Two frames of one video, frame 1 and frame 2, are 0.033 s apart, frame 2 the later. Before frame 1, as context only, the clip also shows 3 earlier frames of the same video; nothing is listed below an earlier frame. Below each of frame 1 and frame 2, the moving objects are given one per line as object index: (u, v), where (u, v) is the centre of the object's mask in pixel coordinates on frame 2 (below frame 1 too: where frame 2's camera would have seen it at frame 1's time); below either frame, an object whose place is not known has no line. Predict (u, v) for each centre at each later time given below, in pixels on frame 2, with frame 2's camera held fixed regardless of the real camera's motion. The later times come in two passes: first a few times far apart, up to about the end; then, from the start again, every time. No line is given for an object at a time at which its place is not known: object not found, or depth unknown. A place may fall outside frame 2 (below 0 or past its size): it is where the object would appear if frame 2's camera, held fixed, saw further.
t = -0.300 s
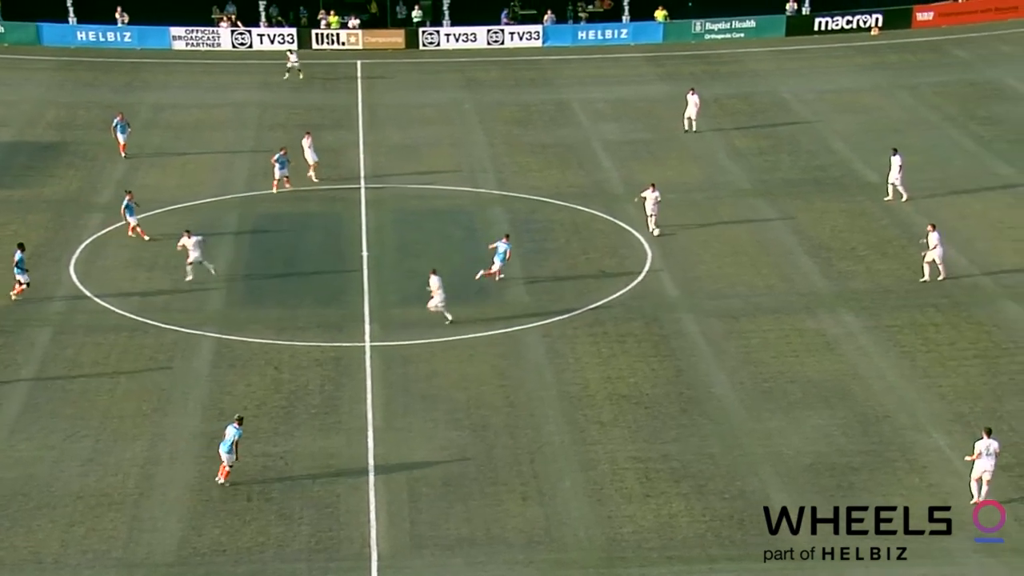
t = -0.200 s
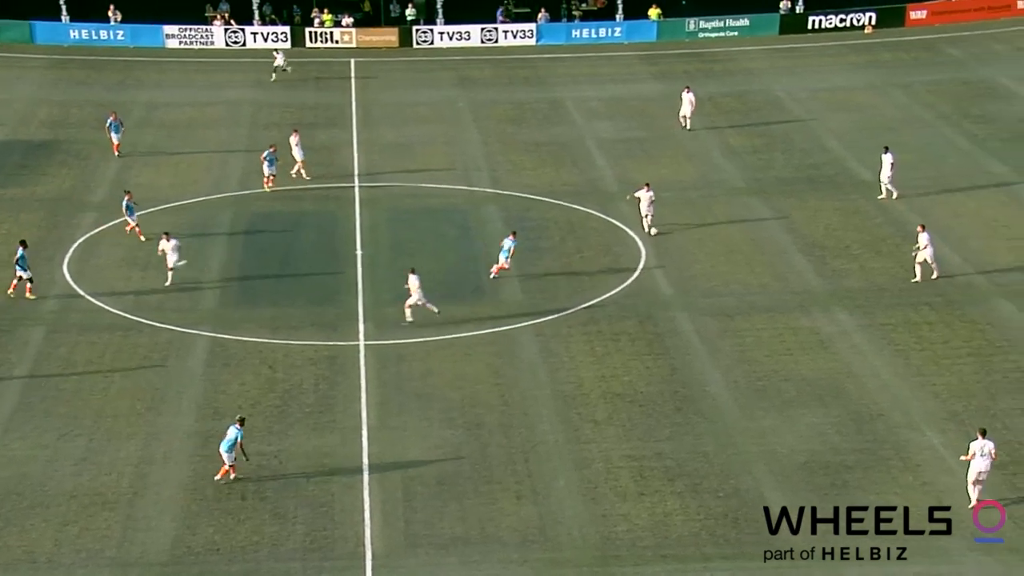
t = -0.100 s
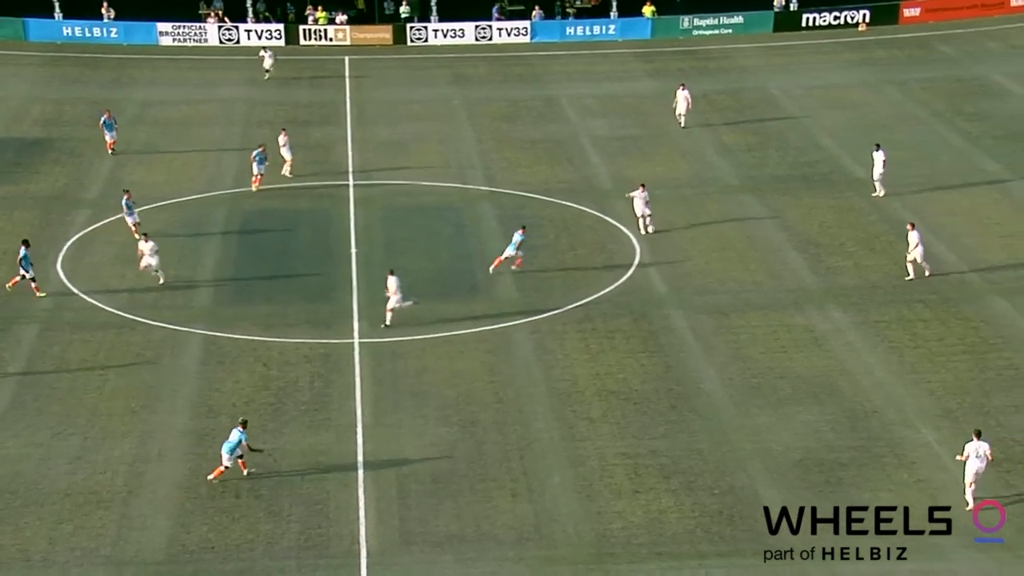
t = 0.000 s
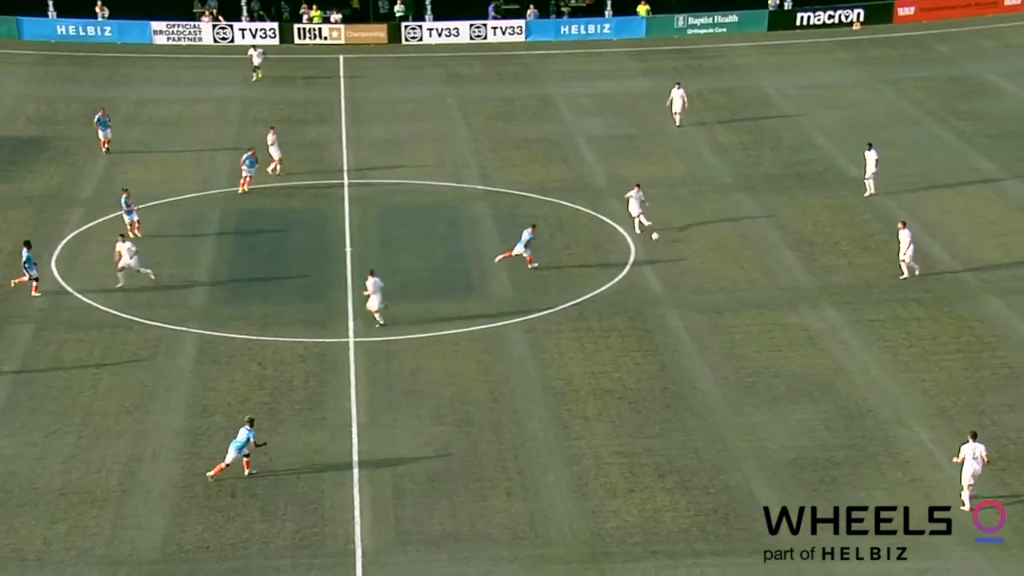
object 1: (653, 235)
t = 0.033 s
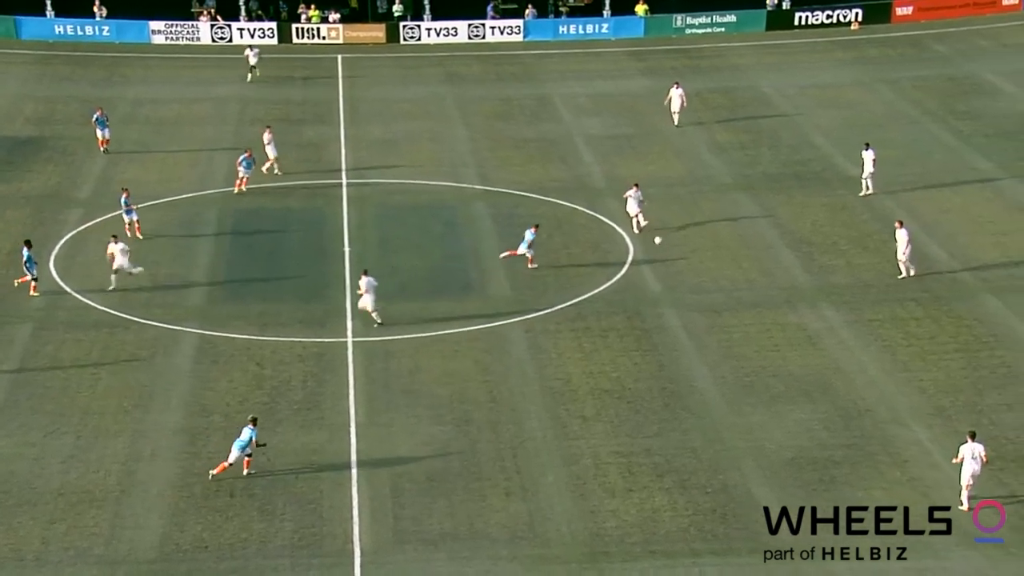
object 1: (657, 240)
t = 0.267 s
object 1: (683, 285)
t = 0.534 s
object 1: (708, 334)
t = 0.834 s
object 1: (730, 387)
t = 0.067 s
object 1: (661, 245)
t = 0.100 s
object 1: (666, 251)
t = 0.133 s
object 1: (669, 256)
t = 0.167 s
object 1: (673, 263)
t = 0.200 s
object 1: (676, 270)
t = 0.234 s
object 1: (680, 277)
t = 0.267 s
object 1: (683, 285)
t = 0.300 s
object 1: (686, 294)
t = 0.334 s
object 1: (689, 301)
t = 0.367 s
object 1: (693, 306)
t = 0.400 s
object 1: (695, 310)
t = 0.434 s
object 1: (699, 315)
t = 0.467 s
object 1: (702, 321)
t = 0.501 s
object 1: (705, 327)
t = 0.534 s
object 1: (708, 334)
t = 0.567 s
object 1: (711, 341)
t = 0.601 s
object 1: (713, 349)
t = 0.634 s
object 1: (716, 356)
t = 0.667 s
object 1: (719, 360)
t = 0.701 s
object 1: (721, 364)
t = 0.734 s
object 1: (723, 369)
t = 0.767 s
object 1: (726, 375)
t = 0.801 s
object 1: (728, 381)
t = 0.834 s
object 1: (730, 387)
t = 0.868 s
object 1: (733, 394)
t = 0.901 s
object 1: (735, 400)
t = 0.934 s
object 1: (737, 404)
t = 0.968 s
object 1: (739, 408)
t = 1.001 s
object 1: (741, 413)
